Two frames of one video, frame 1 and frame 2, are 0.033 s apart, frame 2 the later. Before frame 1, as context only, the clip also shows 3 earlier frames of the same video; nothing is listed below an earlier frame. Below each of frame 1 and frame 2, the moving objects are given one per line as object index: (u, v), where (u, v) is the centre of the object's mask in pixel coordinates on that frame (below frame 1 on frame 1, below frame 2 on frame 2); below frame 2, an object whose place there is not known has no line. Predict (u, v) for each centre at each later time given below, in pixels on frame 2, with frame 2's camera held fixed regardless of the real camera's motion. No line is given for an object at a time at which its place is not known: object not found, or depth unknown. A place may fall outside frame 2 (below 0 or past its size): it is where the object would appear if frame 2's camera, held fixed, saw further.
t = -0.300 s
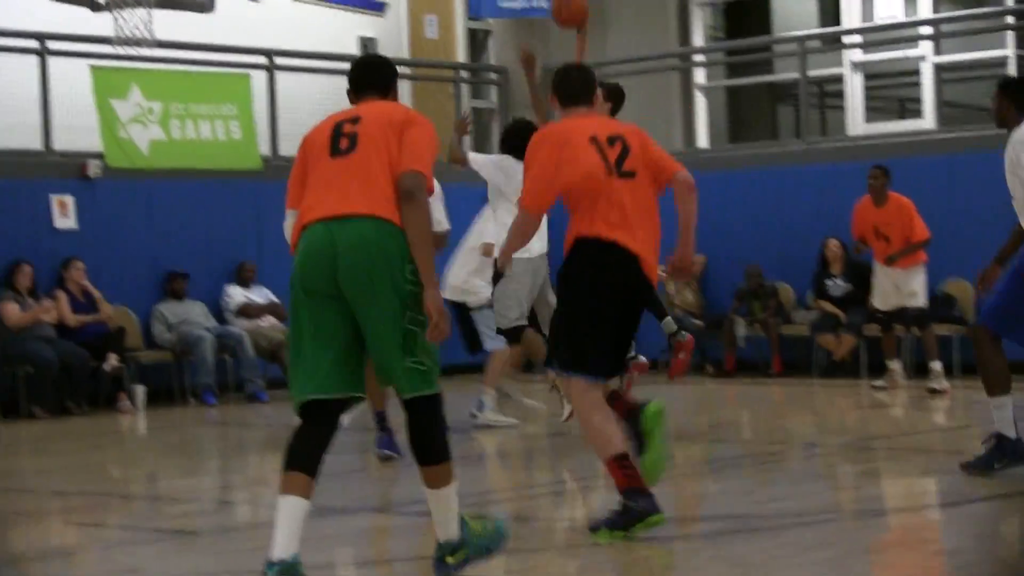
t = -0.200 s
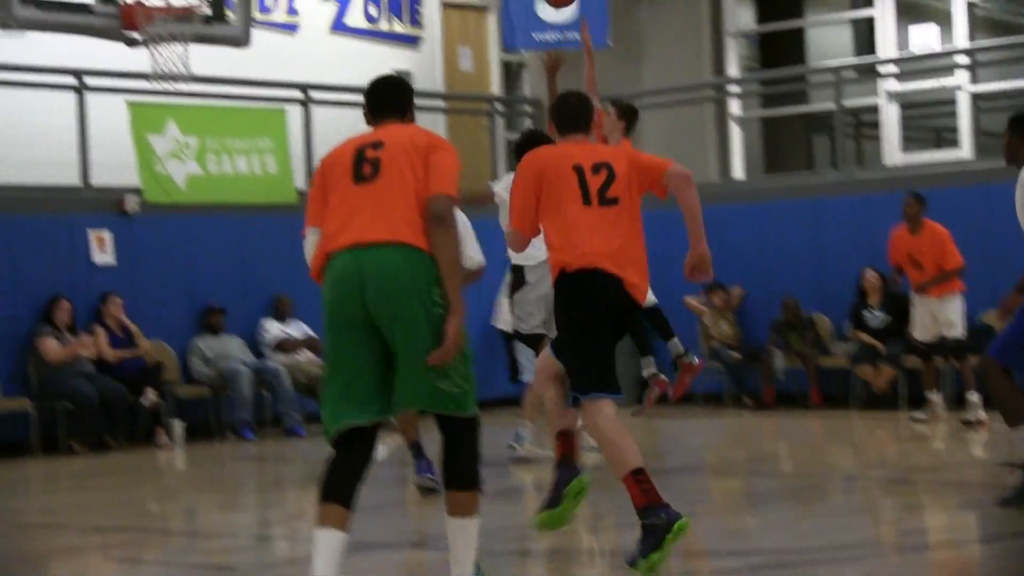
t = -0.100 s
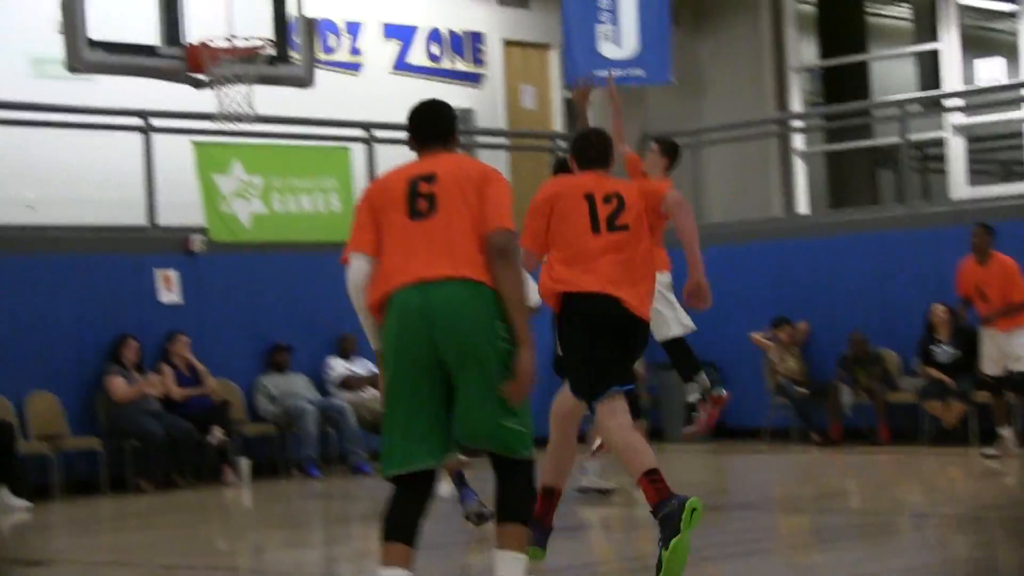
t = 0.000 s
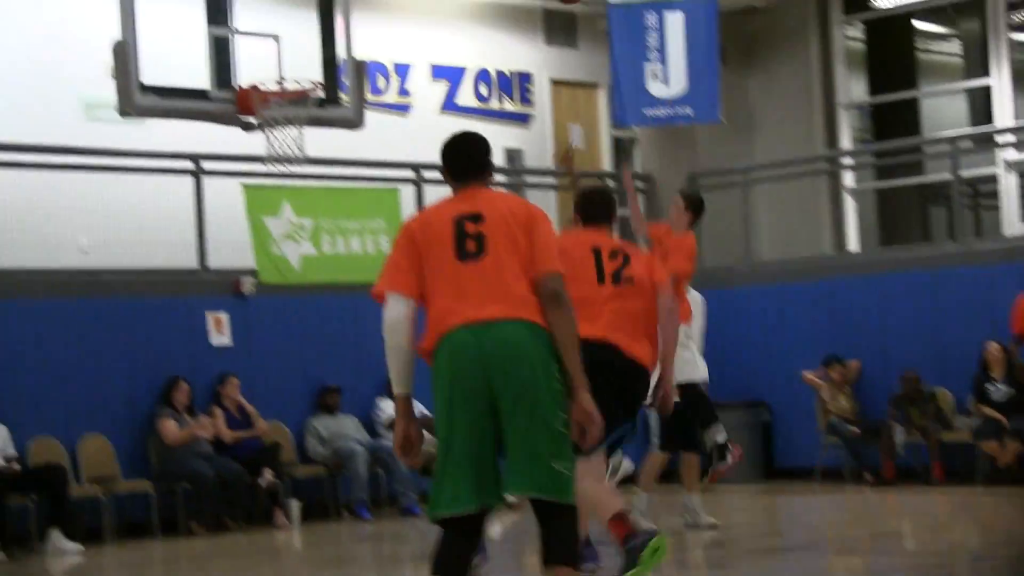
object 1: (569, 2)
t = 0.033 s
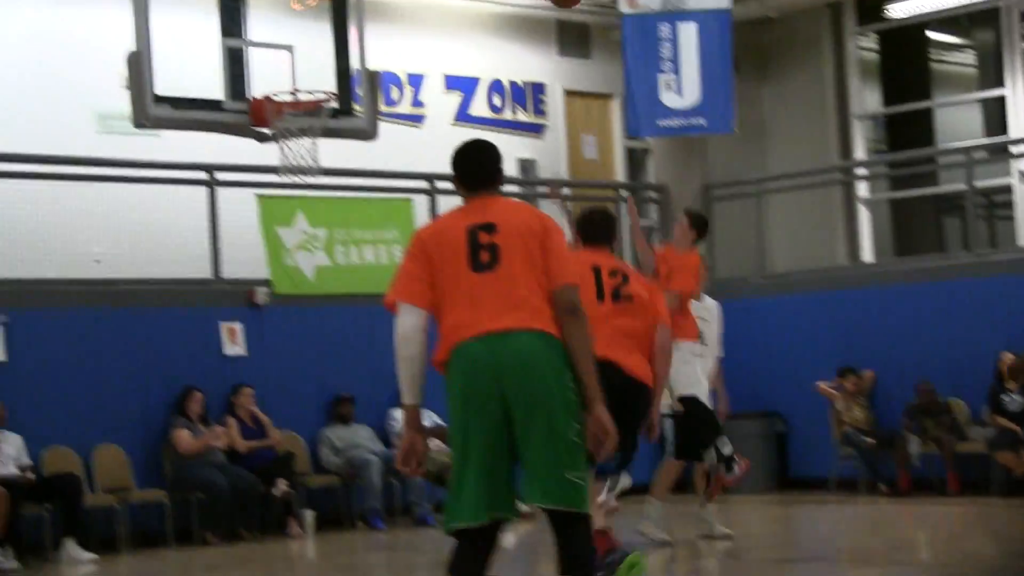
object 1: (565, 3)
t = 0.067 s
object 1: (549, -4)
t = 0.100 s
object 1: (534, -14)
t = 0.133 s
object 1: (519, -22)
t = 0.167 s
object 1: (512, -24)
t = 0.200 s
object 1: (496, -25)
